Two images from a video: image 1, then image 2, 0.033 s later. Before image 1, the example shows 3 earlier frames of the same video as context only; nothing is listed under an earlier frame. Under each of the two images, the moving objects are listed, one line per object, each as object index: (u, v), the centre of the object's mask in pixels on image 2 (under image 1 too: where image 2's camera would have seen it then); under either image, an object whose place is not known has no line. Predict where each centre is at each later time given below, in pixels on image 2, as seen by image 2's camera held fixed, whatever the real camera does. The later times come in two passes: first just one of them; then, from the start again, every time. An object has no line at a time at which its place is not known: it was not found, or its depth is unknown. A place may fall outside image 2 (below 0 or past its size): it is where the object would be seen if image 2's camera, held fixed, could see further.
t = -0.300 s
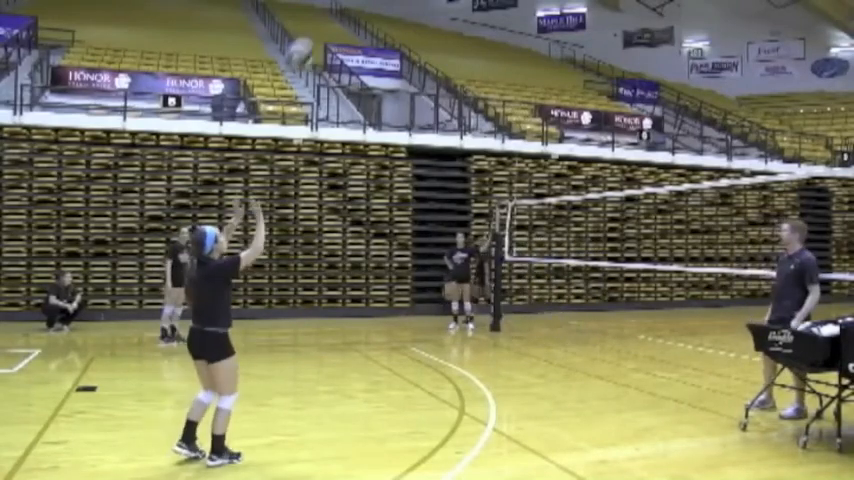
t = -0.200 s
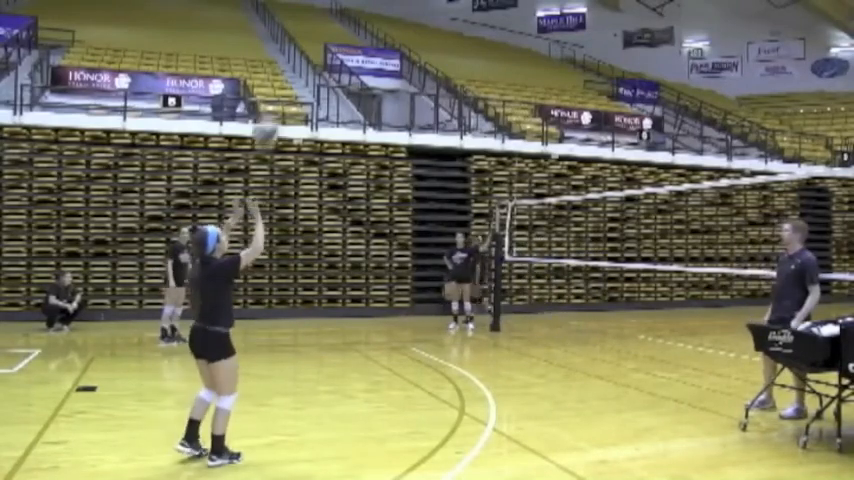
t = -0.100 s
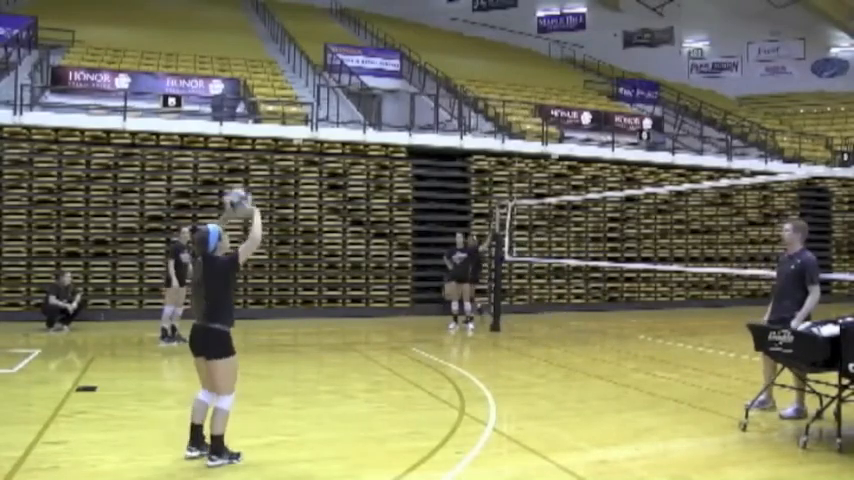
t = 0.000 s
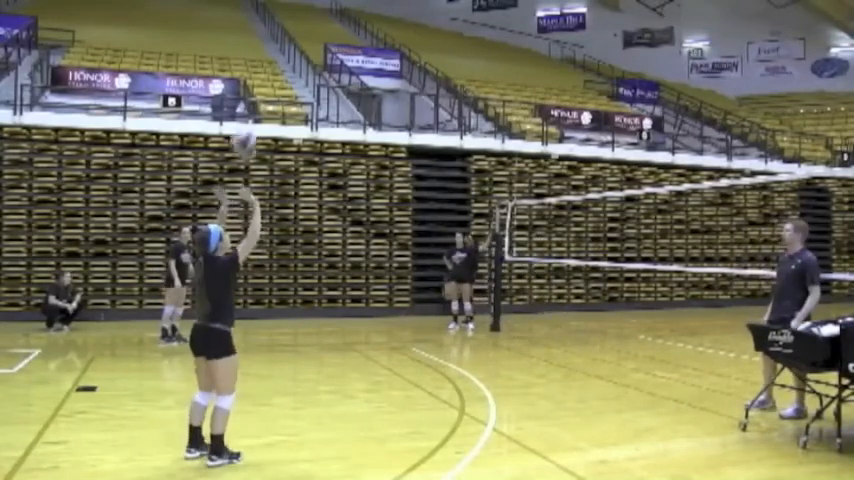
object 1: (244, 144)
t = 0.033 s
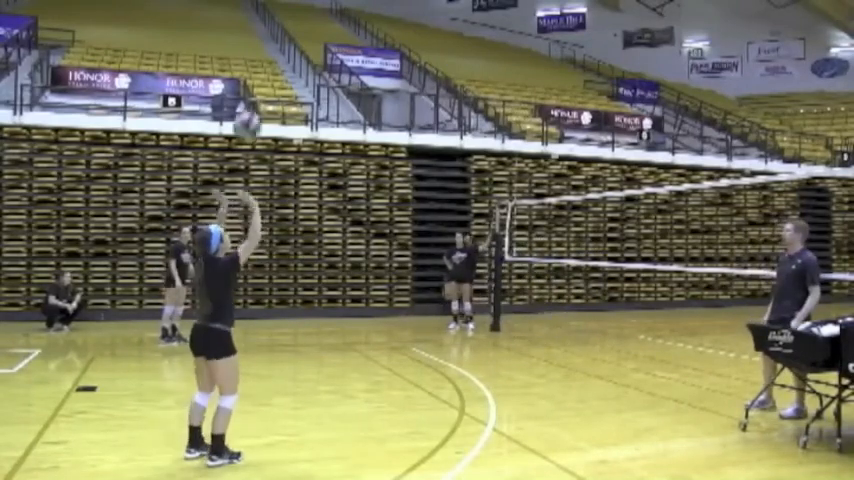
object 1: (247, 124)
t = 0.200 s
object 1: (258, 60)
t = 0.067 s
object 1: (249, 108)
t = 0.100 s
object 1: (251, 96)
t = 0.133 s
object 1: (253, 82)
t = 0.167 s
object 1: (256, 70)
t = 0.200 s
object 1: (258, 60)
